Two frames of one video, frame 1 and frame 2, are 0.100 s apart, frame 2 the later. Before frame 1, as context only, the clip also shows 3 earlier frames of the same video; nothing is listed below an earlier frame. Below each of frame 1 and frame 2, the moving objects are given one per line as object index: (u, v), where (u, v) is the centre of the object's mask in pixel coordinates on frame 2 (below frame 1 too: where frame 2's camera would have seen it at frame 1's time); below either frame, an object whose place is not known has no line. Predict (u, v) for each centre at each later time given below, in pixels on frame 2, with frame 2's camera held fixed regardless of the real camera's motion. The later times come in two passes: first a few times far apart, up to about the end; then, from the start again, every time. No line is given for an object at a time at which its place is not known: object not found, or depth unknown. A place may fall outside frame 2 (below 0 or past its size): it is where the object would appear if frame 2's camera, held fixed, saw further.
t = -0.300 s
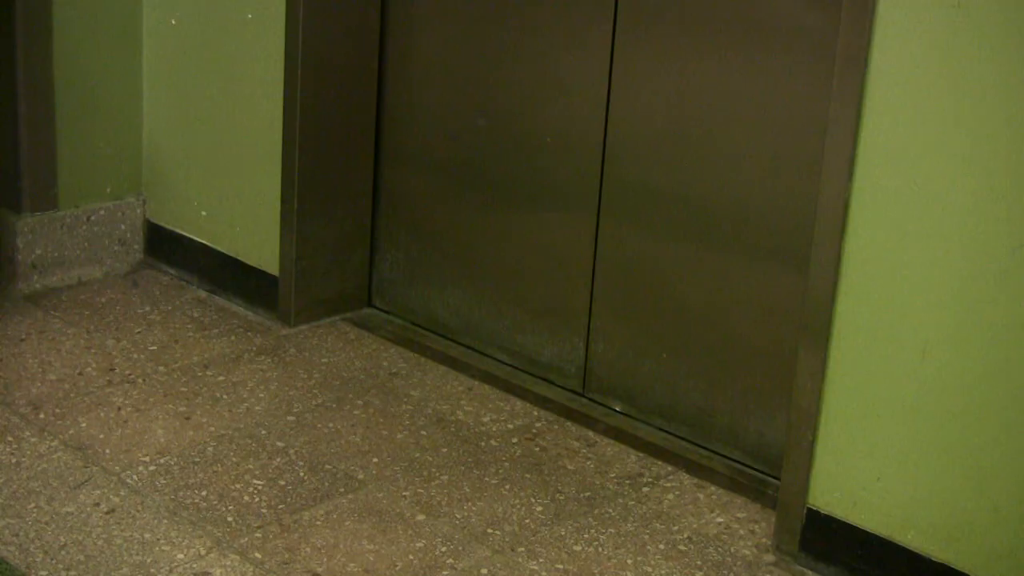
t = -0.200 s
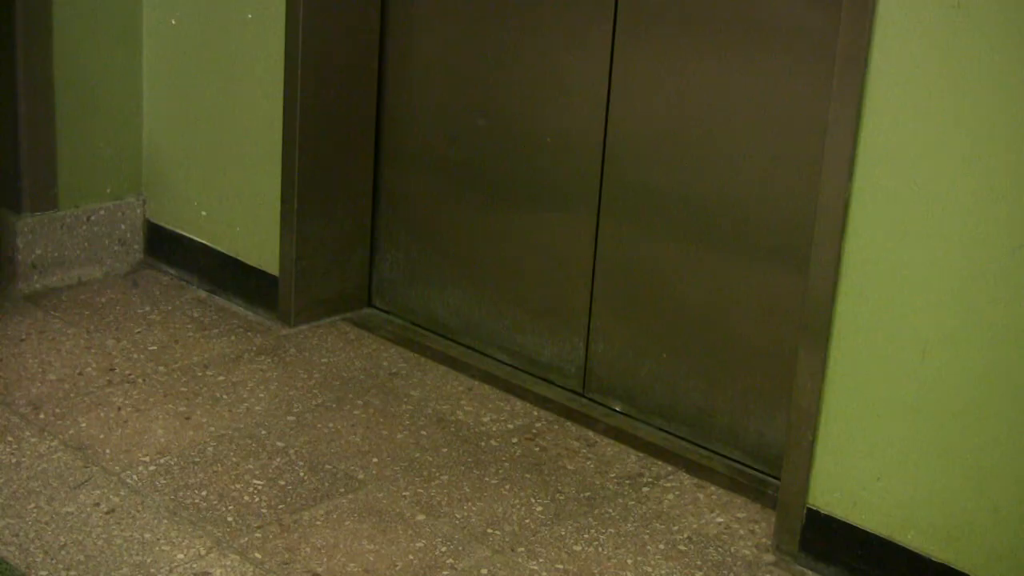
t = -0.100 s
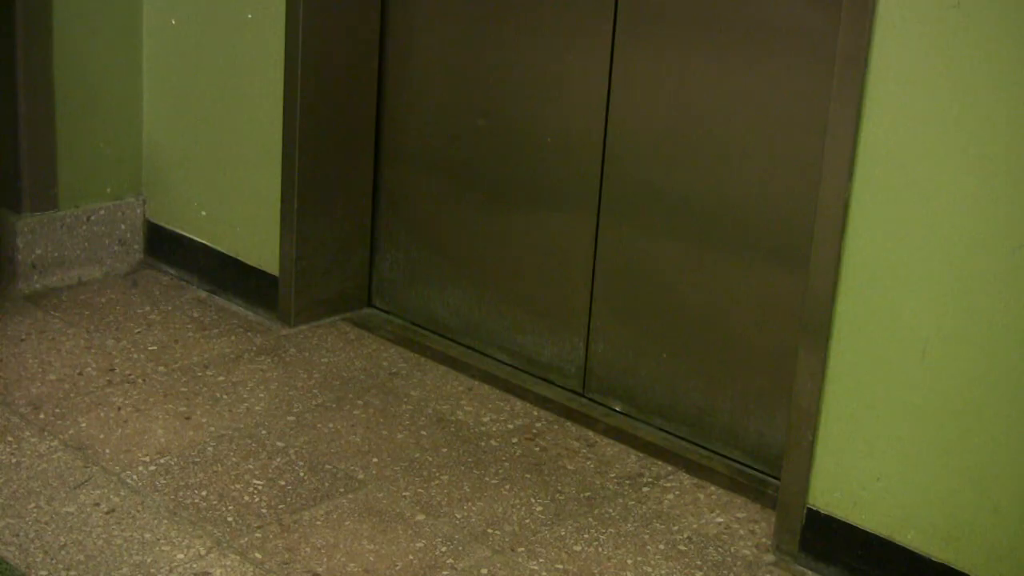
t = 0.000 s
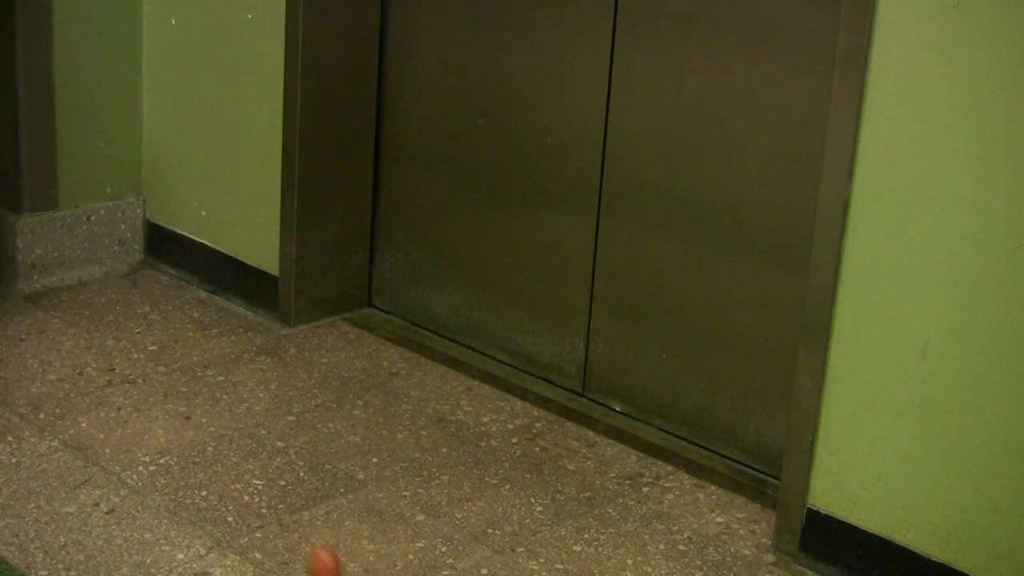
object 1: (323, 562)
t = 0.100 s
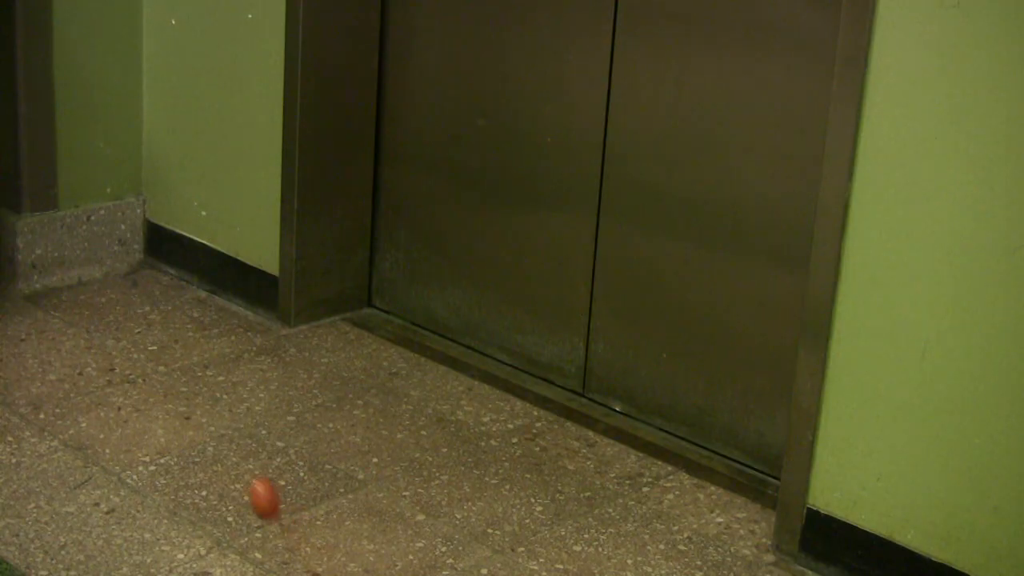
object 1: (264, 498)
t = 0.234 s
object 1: (193, 512)
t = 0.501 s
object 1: (116, 419)
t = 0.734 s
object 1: (91, 318)
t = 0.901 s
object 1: (86, 296)
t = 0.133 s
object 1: (245, 491)
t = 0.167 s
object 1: (227, 491)
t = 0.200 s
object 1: (209, 499)
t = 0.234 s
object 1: (193, 512)
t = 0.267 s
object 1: (178, 532)
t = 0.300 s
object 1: (163, 557)
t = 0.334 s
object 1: (153, 528)
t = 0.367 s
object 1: (145, 491)
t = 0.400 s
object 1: (138, 462)
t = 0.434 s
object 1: (130, 441)
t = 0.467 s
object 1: (123, 427)
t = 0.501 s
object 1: (116, 419)
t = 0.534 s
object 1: (110, 416)
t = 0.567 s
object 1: (105, 419)
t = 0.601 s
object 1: (98, 428)
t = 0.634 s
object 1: (94, 396)
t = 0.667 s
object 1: (94, 363)
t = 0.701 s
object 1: (93, 339)
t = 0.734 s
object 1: (91, 318)
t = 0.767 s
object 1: (91, 302)
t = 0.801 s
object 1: (89, 293)
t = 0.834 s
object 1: (88, 289)
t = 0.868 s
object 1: (87, 289)
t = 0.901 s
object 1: (86, 296)
